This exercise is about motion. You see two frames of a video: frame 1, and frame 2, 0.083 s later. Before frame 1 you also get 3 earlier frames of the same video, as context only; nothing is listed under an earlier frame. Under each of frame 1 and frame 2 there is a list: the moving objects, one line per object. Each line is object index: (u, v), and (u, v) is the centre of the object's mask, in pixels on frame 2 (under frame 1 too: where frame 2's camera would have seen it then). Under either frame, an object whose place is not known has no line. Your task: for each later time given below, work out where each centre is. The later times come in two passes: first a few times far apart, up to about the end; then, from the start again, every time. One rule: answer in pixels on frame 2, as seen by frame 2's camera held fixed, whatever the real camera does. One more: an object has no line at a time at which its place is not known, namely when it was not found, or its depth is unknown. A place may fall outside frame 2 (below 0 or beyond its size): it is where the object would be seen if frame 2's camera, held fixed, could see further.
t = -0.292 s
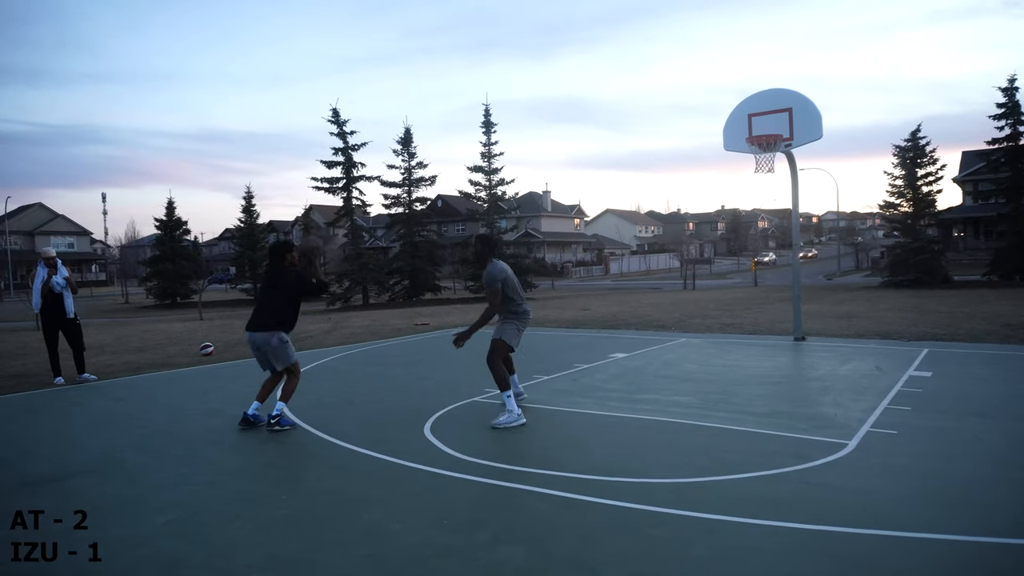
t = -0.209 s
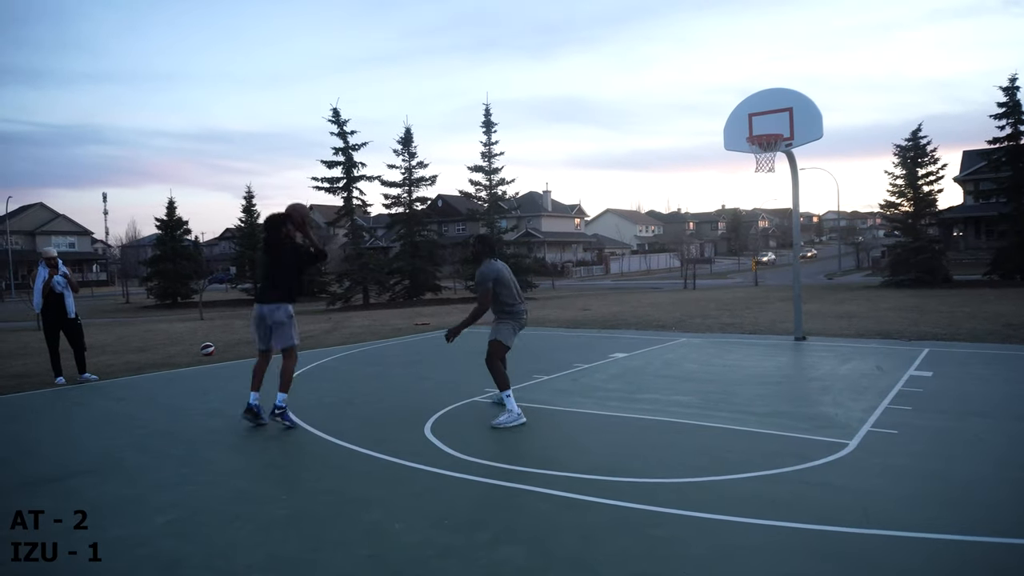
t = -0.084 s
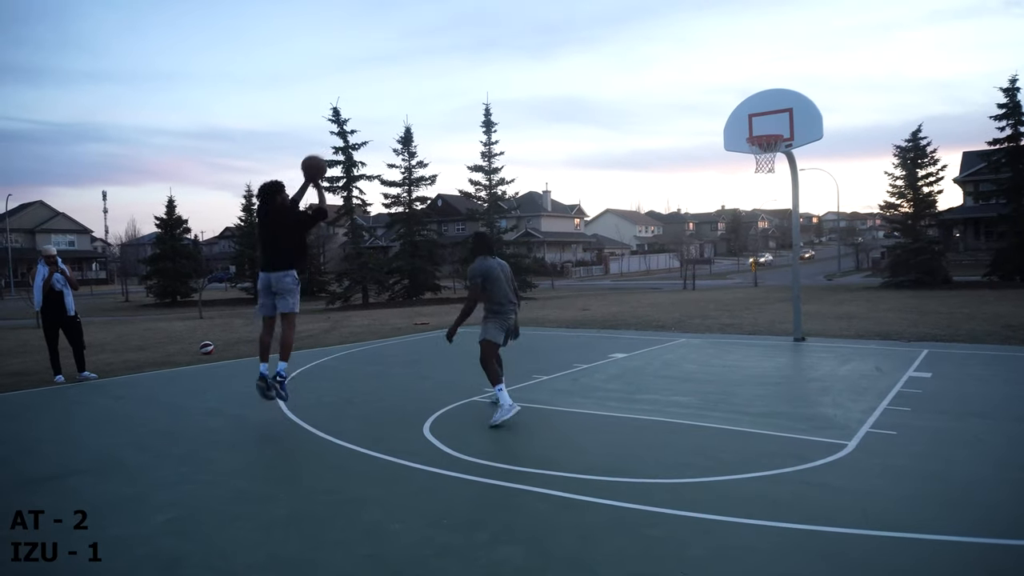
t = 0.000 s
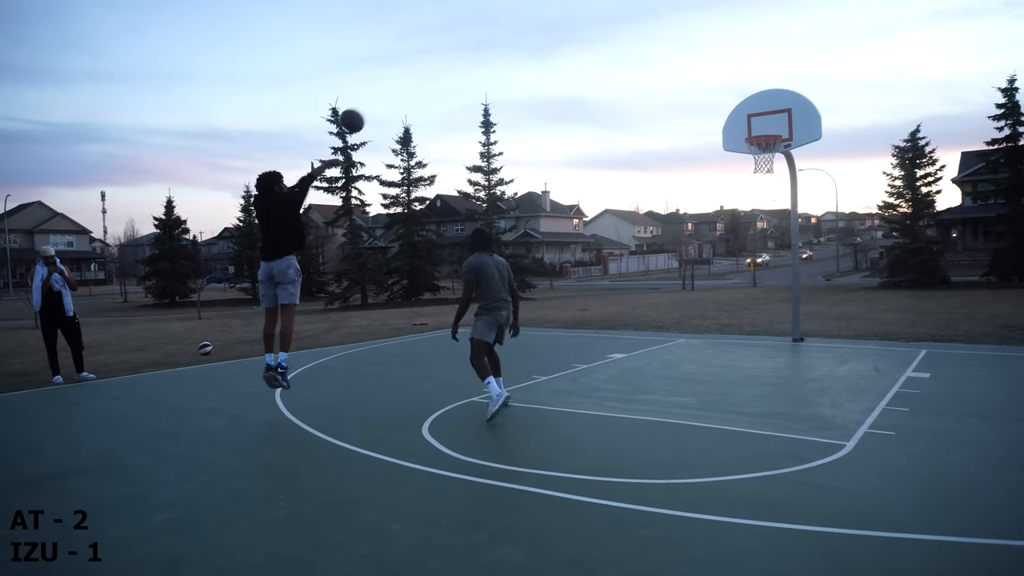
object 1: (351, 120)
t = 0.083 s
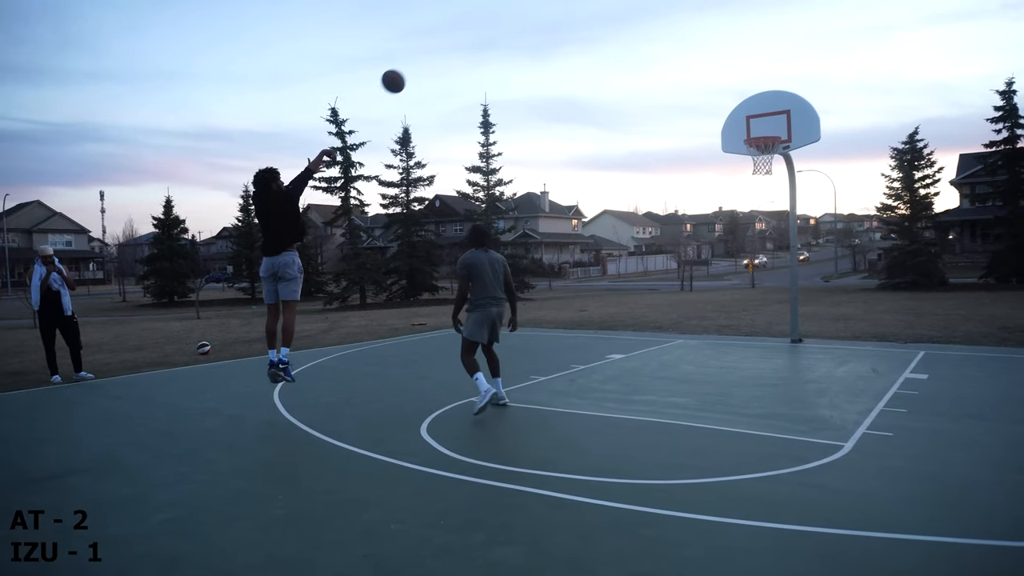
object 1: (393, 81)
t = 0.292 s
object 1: (490, 19)
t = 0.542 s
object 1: (590, 5)
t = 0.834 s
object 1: (690, 47)
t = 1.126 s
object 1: (761, 151)
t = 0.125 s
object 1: (413, 65)
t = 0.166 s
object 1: (433, 50)
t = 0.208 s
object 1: (452, 38)
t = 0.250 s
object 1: (471, 28)
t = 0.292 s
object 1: (490, 19)
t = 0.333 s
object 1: (507, 13)
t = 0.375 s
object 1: (525, 10)
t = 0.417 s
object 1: (542, 8)
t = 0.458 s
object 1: (558, 6)
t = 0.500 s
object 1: (574, 6)
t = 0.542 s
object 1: (590, 5)
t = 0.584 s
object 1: (605, 6)
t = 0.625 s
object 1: (620, 8)
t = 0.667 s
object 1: (635, 13)
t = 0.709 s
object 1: (649, 20)
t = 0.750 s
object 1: (663, 28)
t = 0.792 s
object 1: (677, 37)
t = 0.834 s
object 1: (690, 47)
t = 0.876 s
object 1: (703, 59)
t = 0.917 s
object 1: (716, 71)
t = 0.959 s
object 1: (728, 85)
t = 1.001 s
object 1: (740, 99)
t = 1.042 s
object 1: (752, 114)
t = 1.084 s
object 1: (764, 129)
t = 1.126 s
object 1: (761, 151)
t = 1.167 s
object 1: (757, 161)
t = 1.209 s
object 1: (753, 167)
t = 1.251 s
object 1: (750, 172)
